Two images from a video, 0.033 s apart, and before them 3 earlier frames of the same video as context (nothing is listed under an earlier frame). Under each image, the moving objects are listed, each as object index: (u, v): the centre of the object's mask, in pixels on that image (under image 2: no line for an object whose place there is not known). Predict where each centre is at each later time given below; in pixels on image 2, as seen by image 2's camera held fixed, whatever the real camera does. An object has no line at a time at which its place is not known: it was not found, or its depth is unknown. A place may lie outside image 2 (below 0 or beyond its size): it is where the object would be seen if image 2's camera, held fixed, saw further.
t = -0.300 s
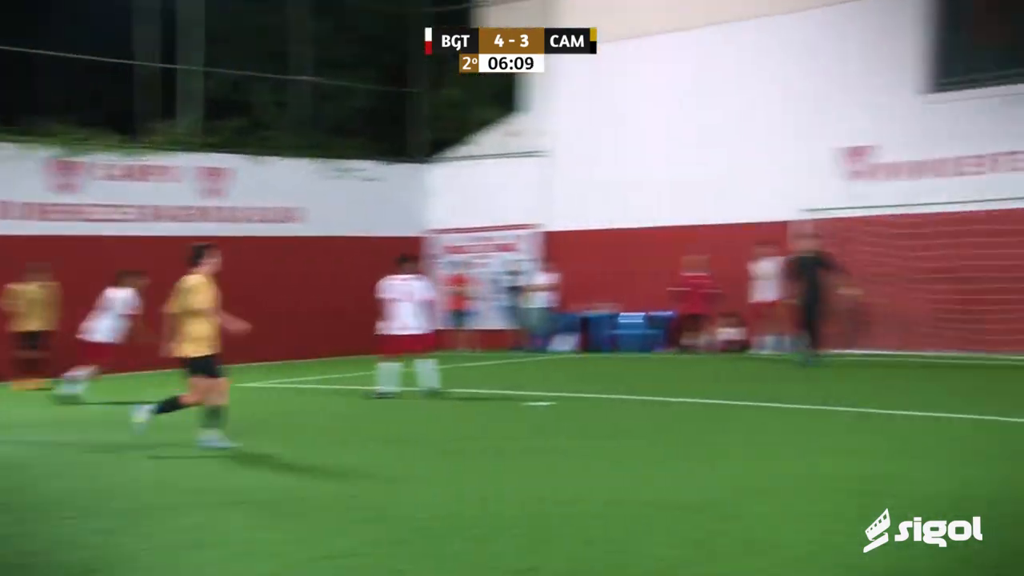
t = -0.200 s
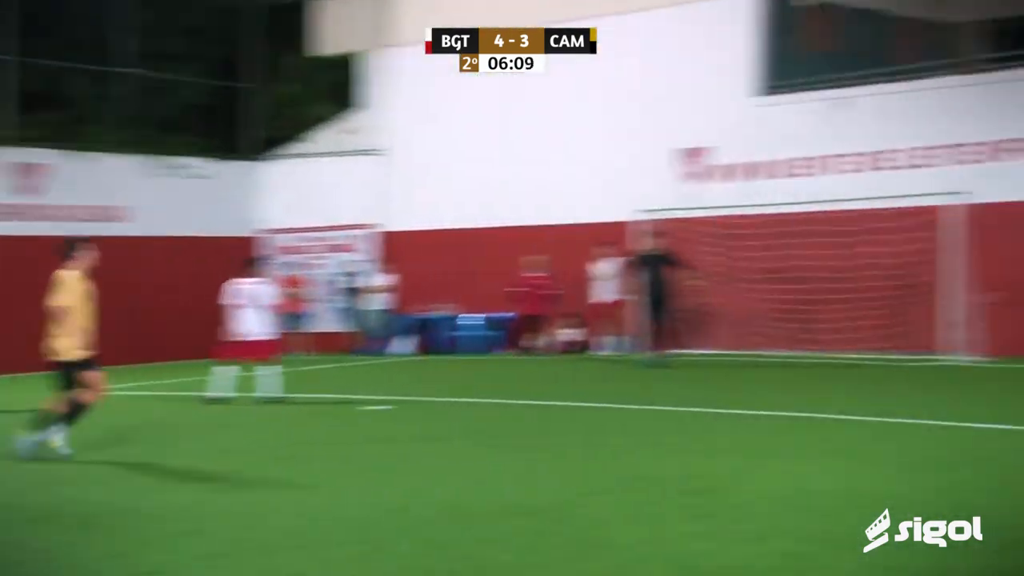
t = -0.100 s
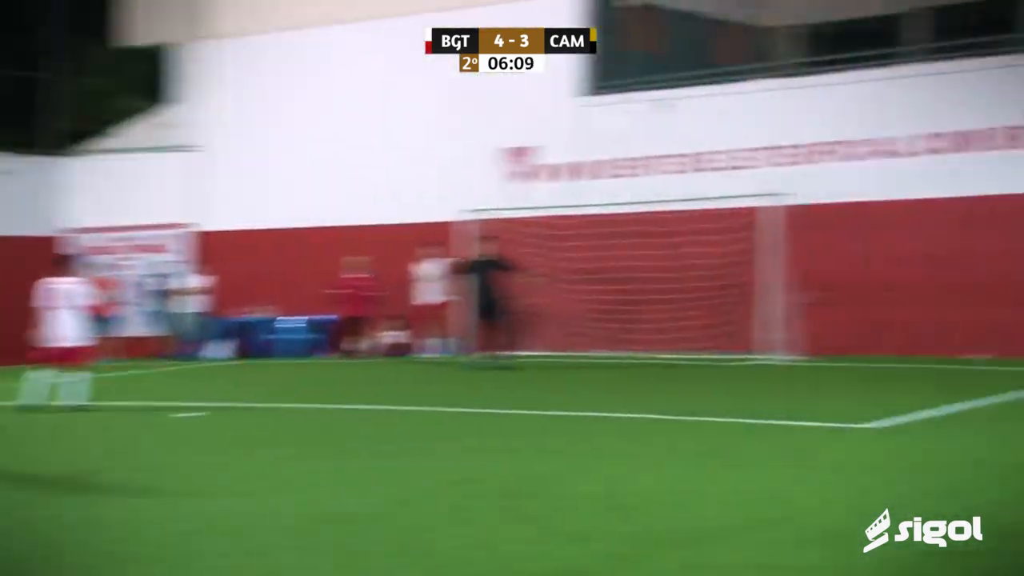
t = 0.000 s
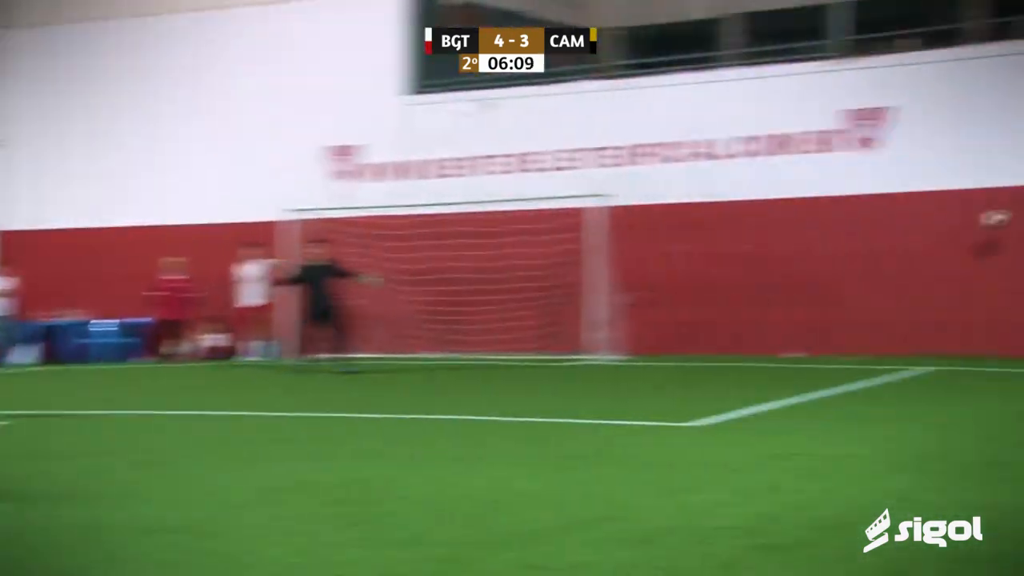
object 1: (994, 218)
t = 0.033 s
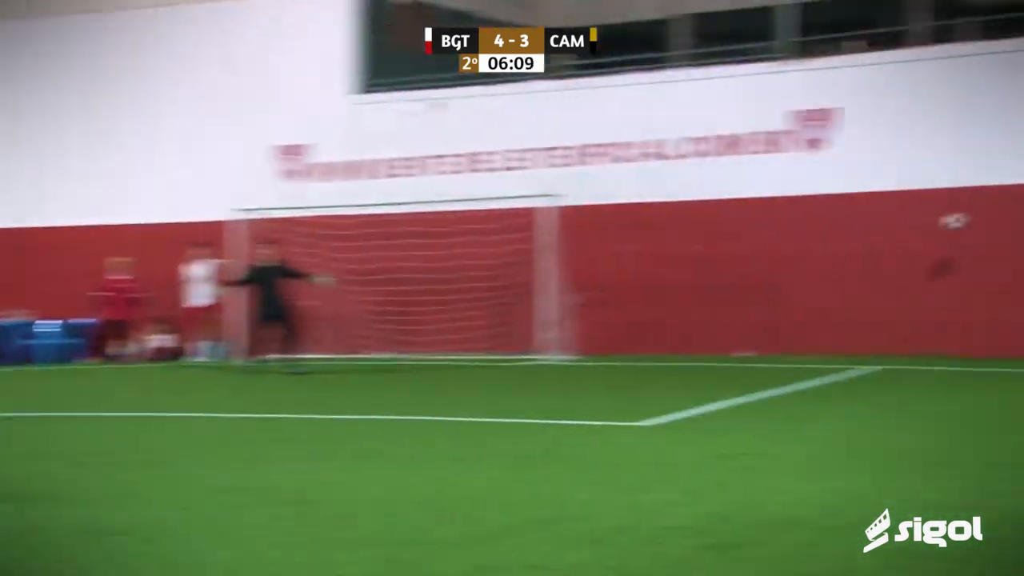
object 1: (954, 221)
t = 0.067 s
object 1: (967, 224)
